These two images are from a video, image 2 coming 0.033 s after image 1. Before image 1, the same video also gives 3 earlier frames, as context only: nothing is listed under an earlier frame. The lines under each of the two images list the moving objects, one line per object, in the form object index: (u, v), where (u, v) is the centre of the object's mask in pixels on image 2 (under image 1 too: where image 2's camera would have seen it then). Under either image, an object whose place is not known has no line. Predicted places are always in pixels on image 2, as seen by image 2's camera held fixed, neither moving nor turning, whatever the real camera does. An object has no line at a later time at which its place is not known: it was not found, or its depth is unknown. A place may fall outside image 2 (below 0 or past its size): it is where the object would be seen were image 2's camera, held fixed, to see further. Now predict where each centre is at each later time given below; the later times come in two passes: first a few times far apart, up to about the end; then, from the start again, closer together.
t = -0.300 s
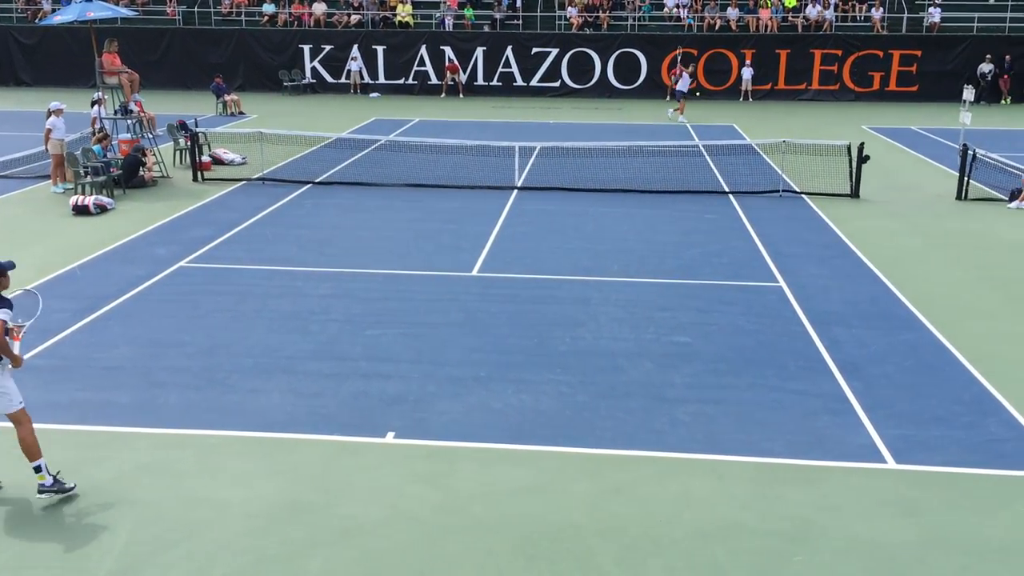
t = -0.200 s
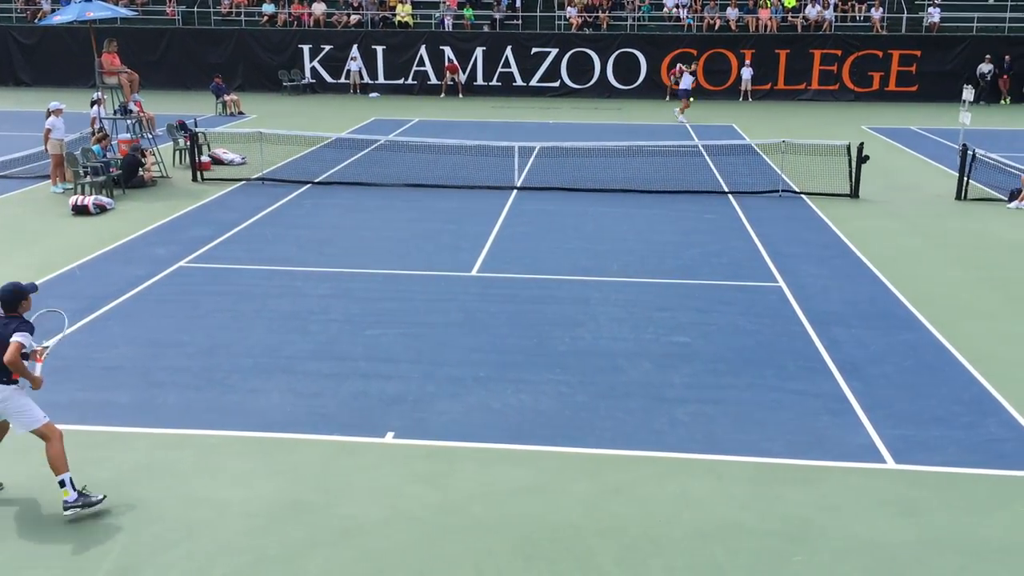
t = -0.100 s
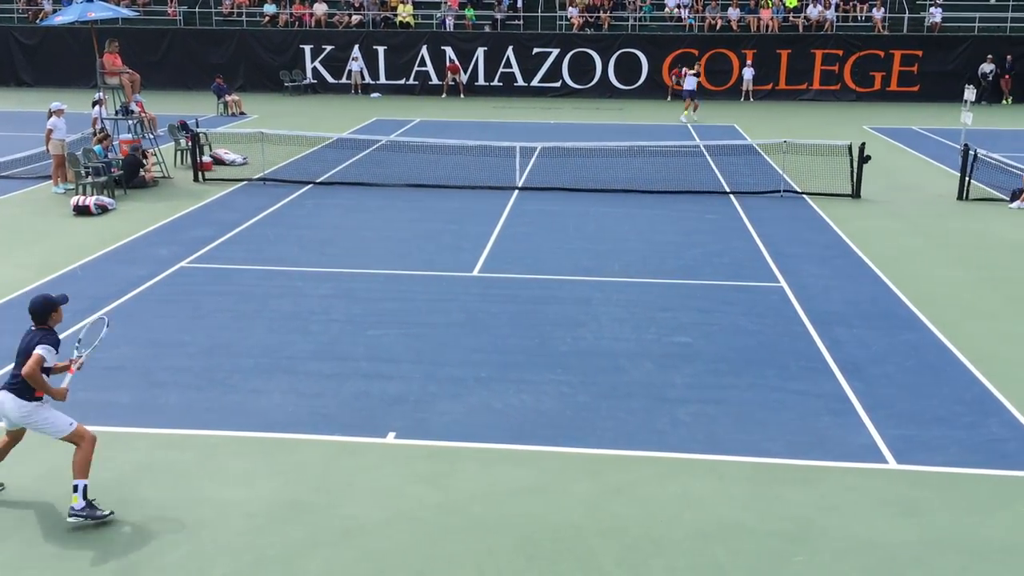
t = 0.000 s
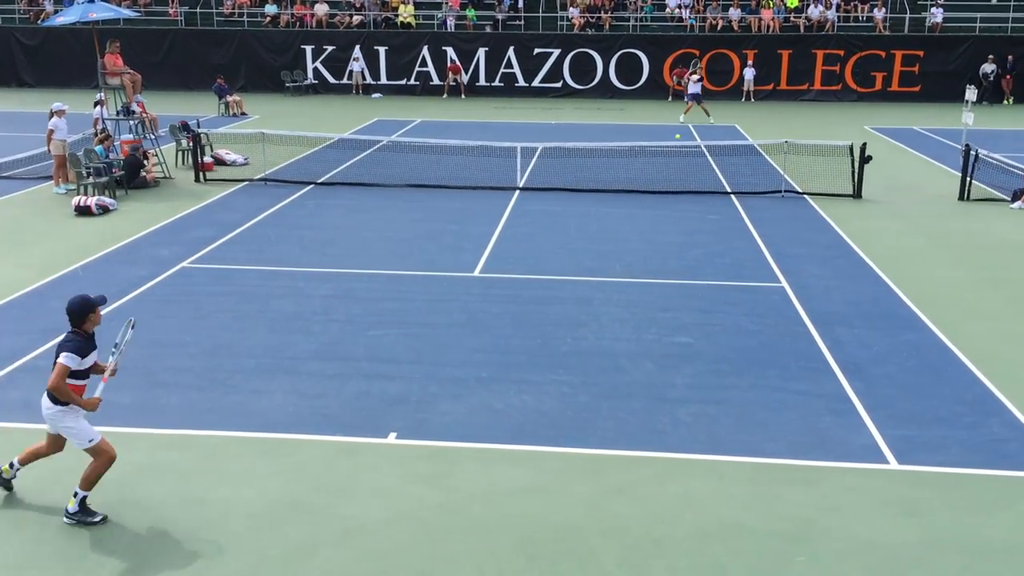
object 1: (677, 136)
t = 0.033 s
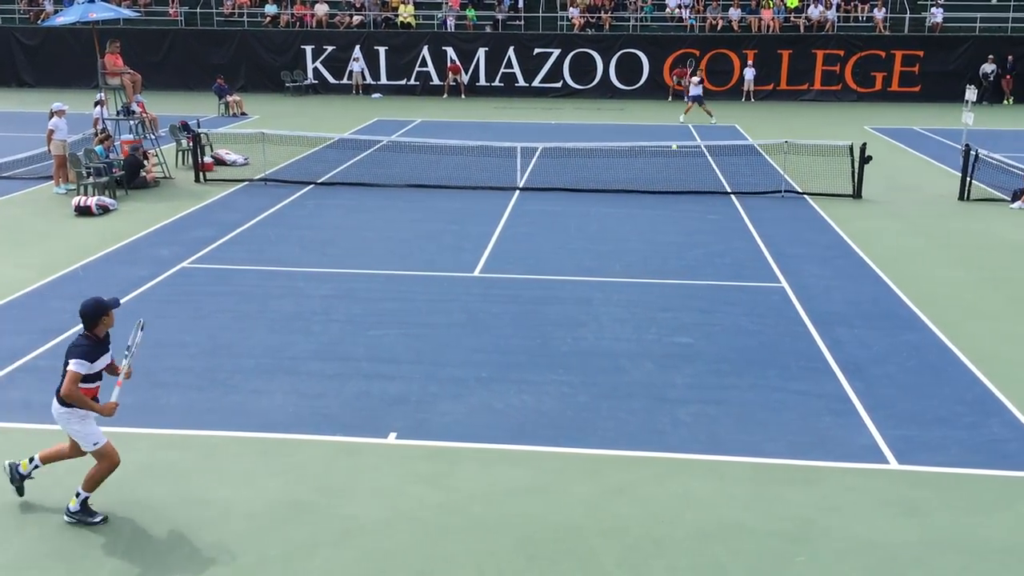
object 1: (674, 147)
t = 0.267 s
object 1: (641, 278)
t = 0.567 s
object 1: (582, 350)
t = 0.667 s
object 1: (550, 400)
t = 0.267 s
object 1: (641, 278)
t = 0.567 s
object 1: (582, 350)
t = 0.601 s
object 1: (572, 363)
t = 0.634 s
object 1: (562, 380)
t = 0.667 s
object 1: (550, 400)
